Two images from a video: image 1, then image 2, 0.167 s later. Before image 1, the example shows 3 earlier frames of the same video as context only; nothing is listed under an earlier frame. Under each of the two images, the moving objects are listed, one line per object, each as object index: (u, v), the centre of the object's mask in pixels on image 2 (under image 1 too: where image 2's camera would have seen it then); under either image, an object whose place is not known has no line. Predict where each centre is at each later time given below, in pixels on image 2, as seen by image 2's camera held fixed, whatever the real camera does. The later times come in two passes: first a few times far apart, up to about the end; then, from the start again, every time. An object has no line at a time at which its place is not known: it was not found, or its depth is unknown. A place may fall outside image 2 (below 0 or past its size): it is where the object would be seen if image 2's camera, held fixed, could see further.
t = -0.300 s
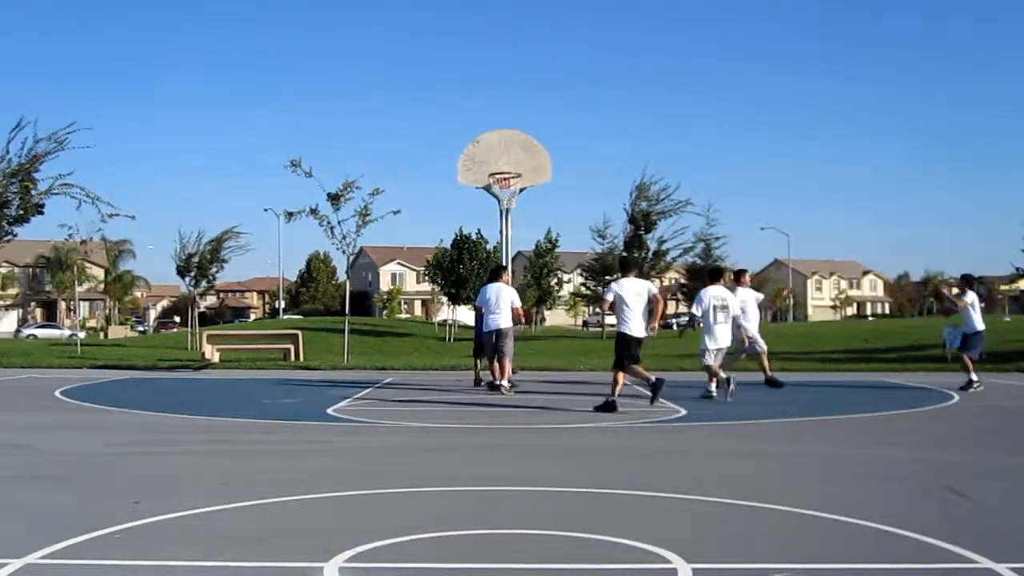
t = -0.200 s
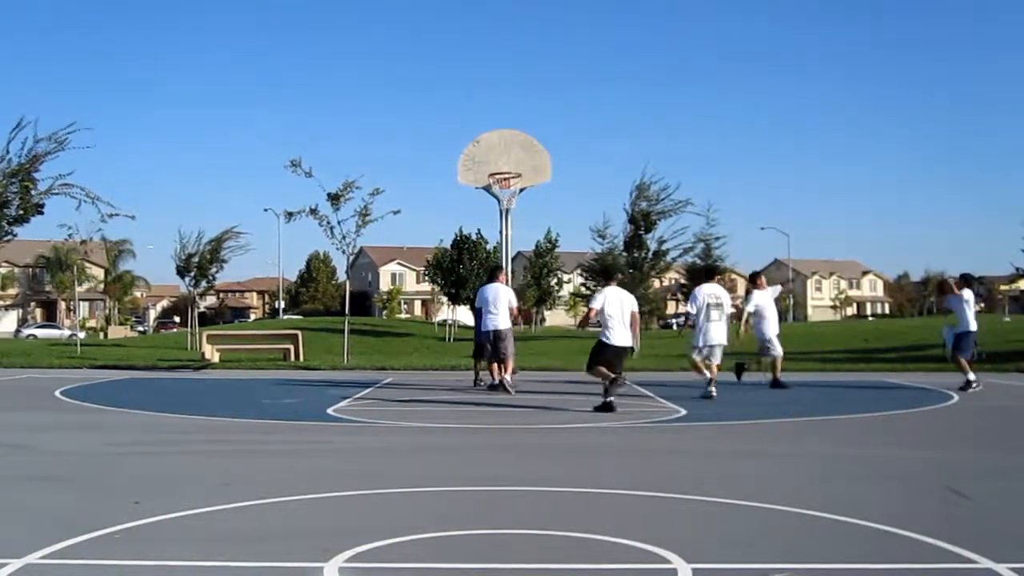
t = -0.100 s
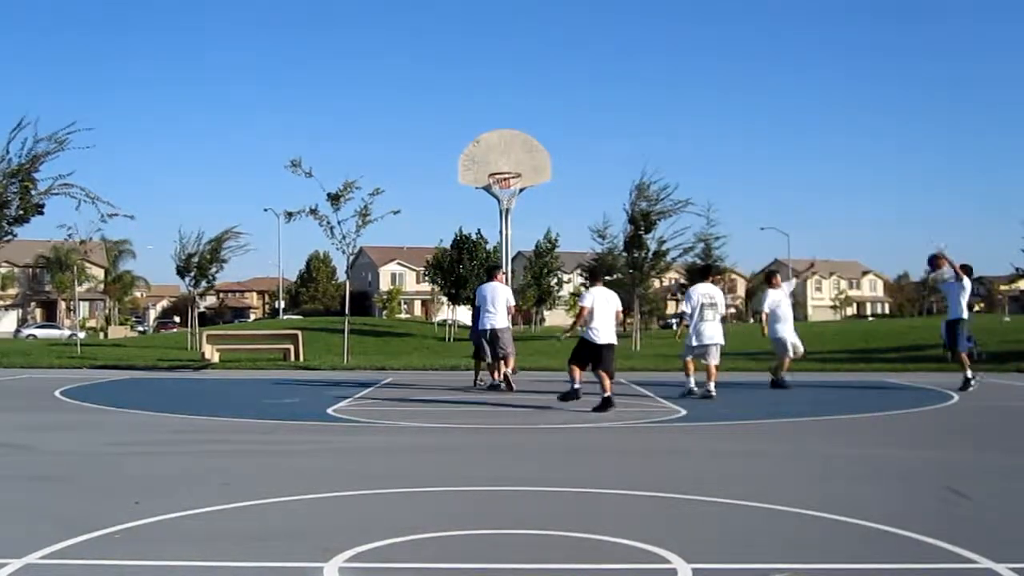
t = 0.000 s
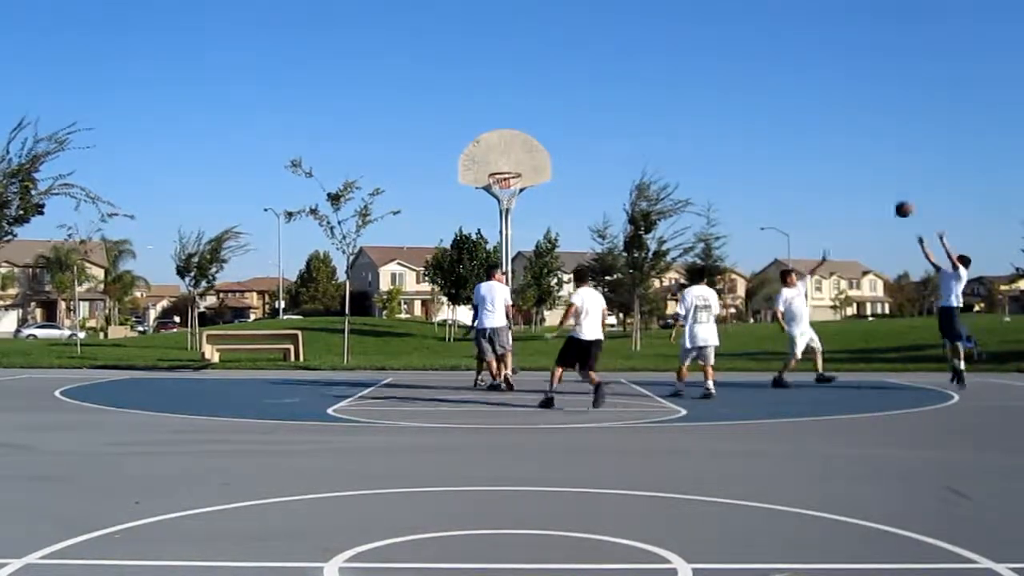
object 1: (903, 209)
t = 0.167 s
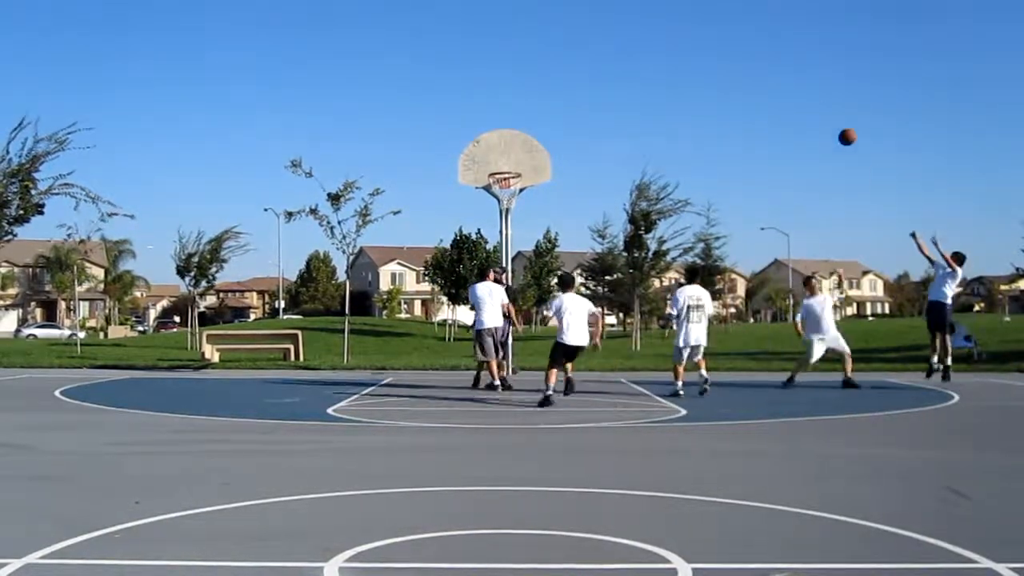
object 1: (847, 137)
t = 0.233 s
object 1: (825, 114)
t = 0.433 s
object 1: (760, 65)
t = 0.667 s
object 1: (689, 43)
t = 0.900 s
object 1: (620, 58)
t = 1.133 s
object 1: (555, 109)
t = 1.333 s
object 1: (501, 182)
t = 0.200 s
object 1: (836, 125)
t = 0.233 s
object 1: (825, 114)
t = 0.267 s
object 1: (813, 104)
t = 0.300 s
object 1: (803, 94)
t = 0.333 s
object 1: (792, 86)
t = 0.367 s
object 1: (781, 78)
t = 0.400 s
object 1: (771, 71)
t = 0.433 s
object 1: (760, 65)
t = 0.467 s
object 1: (750, 59)
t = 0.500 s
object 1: (739, 55)
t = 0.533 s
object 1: (729, 51)
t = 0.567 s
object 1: (718, 48)
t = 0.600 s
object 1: (708, 45)
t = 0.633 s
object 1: (698, 43)
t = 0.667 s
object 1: (689, 43)
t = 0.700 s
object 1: (678, 43)
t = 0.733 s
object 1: (669, 43)
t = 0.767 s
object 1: (659, 45)
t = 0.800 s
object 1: (649, 47)
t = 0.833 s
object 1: (639, 50)
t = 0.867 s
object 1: (630, 54)
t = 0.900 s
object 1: (620, 58)
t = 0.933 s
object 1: (611, 63)
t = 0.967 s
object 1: (602, 69)
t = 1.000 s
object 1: (592, 75)
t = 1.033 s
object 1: (583, 83)
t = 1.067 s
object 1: (573, 91)
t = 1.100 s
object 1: (564, 100)
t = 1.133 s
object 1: (555, 109)
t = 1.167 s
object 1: (545, 119)
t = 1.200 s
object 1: (536, 130)
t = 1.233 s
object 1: (528, 142)
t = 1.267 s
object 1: (518, 155)
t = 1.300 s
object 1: (510, 166)
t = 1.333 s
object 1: (501, 182)
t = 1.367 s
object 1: (493, 193)
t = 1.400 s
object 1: (489, 197)
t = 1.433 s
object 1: (486, 199)
